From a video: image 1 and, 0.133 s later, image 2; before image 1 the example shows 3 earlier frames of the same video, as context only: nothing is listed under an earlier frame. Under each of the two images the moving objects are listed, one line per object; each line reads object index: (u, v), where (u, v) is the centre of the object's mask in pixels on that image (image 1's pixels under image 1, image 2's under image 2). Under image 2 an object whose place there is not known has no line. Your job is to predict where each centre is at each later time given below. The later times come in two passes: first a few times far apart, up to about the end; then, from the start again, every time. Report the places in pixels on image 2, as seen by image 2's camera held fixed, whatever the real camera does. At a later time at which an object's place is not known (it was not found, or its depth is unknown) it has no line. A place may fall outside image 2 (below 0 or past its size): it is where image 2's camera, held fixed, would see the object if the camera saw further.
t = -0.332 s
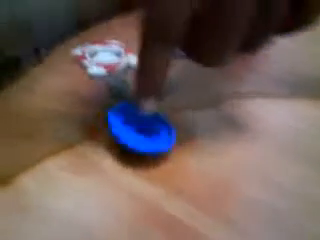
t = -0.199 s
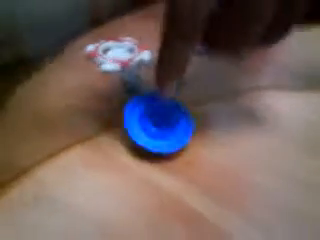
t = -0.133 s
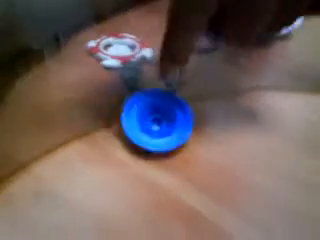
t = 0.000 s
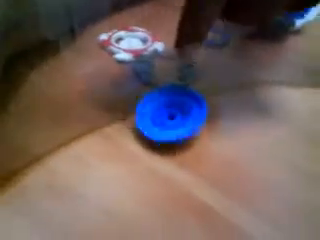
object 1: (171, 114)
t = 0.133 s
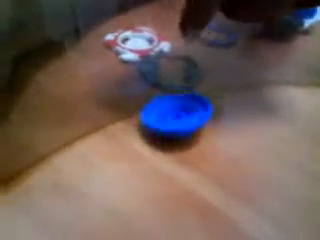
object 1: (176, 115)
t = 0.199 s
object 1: (176, 116)
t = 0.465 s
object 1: (174, 114)
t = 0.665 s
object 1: (172, 112)
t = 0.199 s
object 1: (176, 116)
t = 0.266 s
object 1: (177, 115)
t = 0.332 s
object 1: (177, 115)
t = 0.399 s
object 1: (174, 114)
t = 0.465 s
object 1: (174, 114)
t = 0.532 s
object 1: (172, 114)
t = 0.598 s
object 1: (172, 113)
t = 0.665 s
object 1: (172, 112)
